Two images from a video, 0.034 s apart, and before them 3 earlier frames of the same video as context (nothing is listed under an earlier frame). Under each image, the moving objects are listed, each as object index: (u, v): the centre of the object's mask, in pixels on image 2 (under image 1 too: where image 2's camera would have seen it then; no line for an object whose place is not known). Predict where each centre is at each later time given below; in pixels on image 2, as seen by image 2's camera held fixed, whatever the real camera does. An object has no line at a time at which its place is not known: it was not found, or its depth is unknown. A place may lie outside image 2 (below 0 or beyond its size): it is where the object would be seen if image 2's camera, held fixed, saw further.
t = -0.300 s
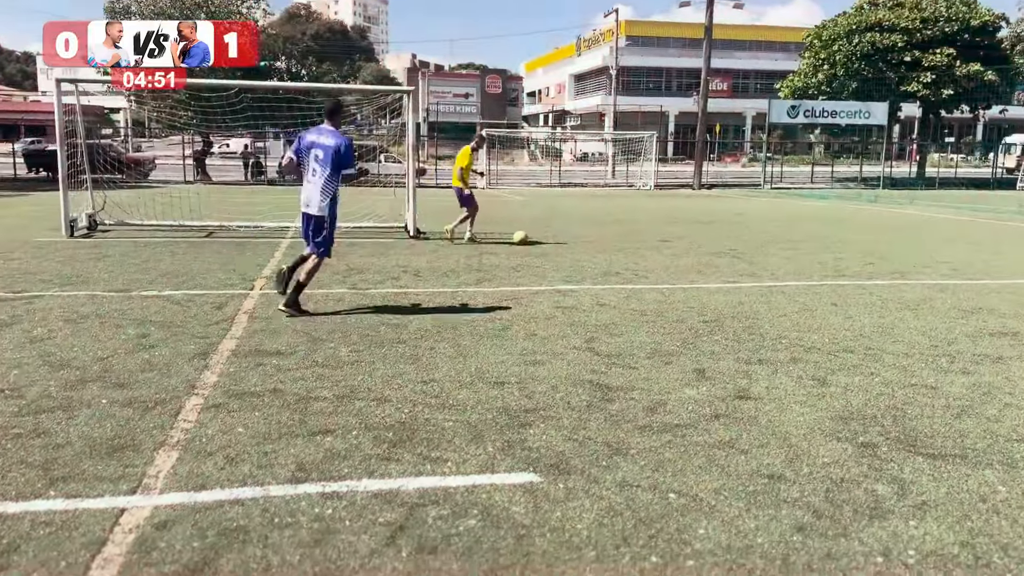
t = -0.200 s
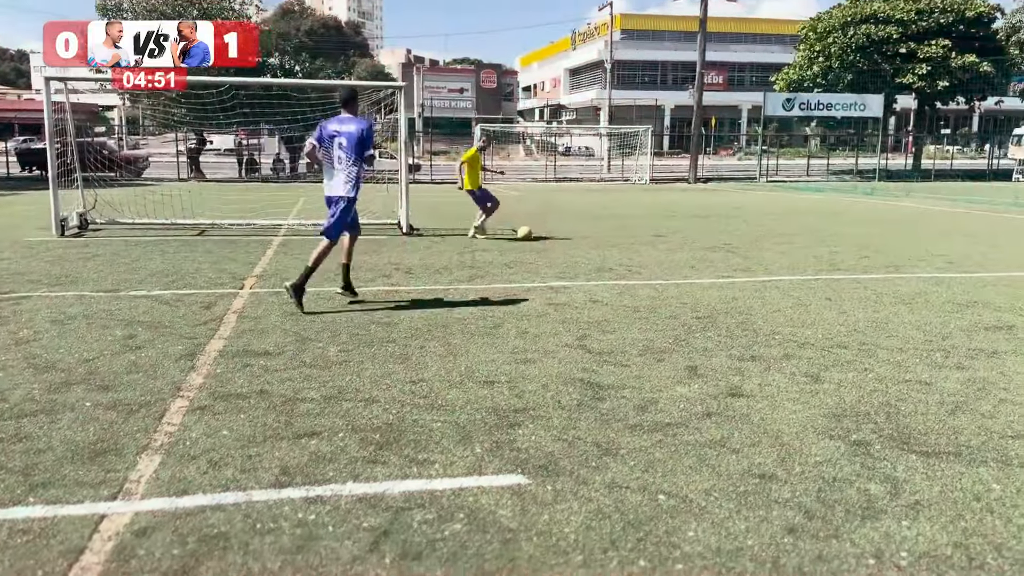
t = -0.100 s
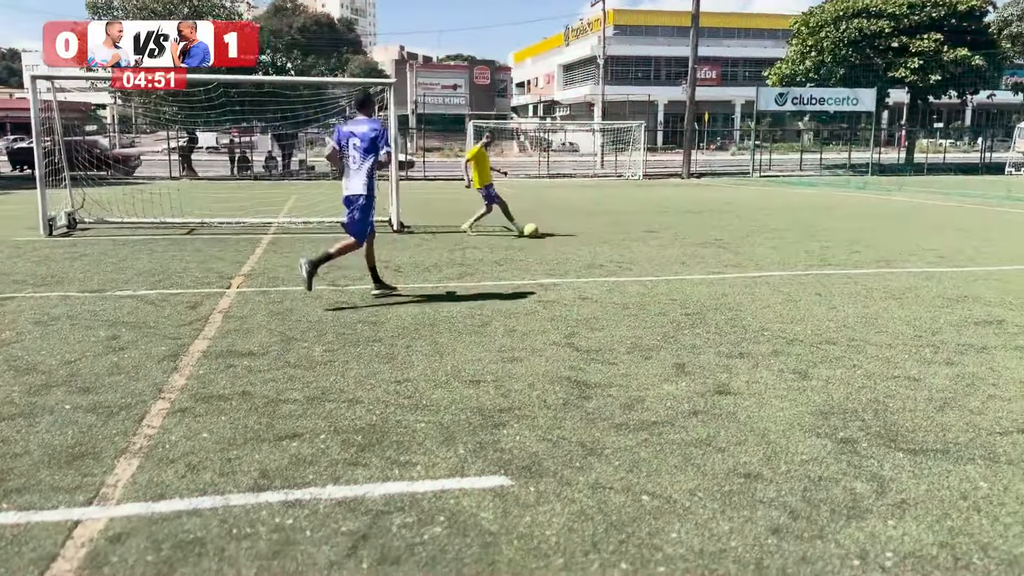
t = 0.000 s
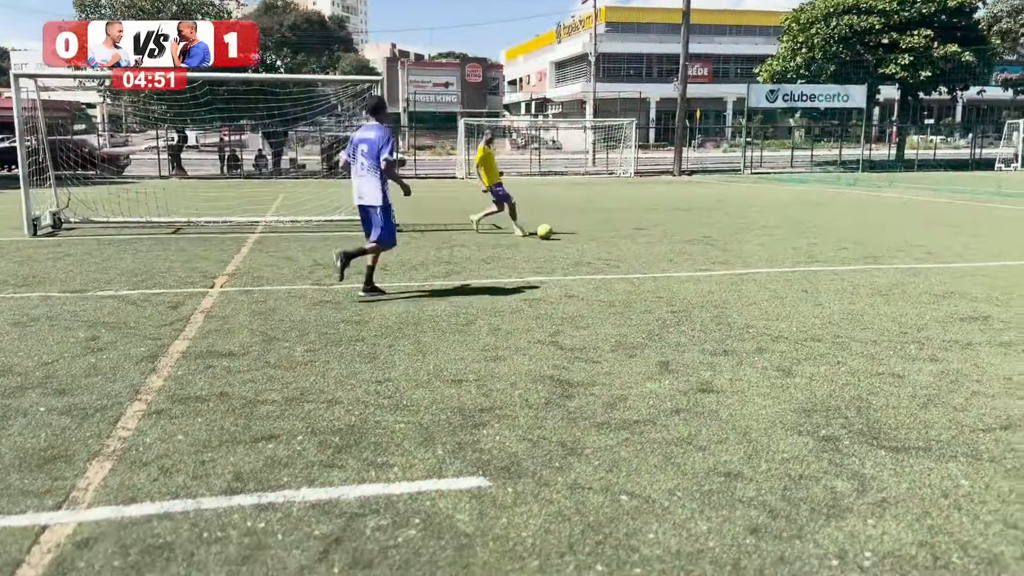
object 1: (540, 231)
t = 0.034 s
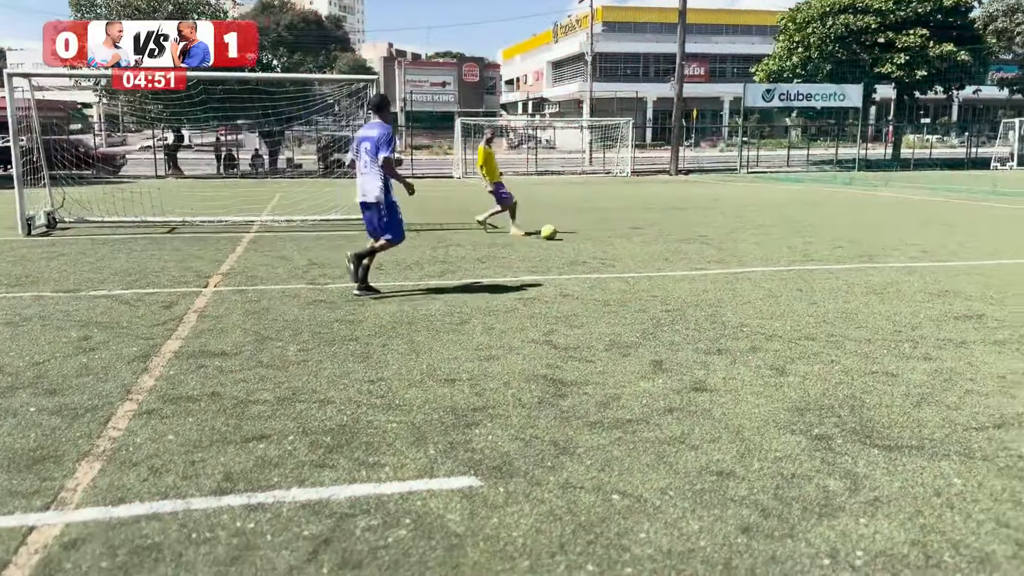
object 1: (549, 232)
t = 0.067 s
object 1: (556, 233)
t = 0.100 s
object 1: (565, 234)
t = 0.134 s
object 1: (573, 234)
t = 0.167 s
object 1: (581, 236)
